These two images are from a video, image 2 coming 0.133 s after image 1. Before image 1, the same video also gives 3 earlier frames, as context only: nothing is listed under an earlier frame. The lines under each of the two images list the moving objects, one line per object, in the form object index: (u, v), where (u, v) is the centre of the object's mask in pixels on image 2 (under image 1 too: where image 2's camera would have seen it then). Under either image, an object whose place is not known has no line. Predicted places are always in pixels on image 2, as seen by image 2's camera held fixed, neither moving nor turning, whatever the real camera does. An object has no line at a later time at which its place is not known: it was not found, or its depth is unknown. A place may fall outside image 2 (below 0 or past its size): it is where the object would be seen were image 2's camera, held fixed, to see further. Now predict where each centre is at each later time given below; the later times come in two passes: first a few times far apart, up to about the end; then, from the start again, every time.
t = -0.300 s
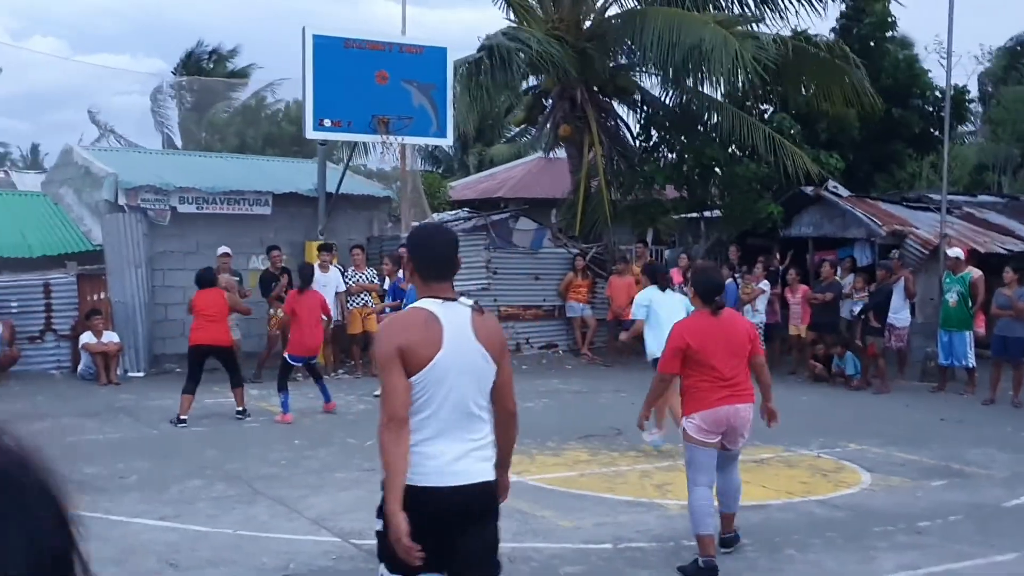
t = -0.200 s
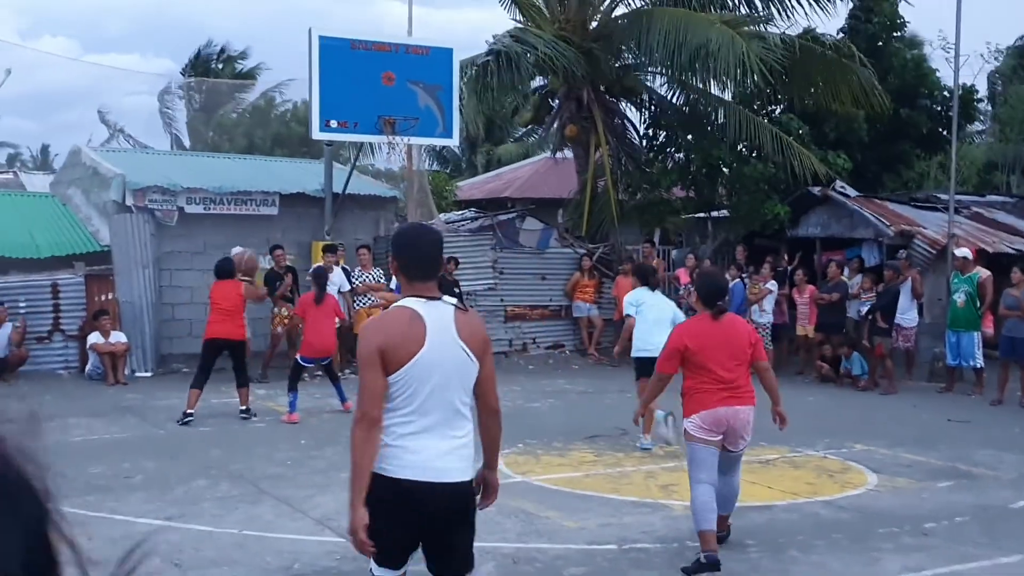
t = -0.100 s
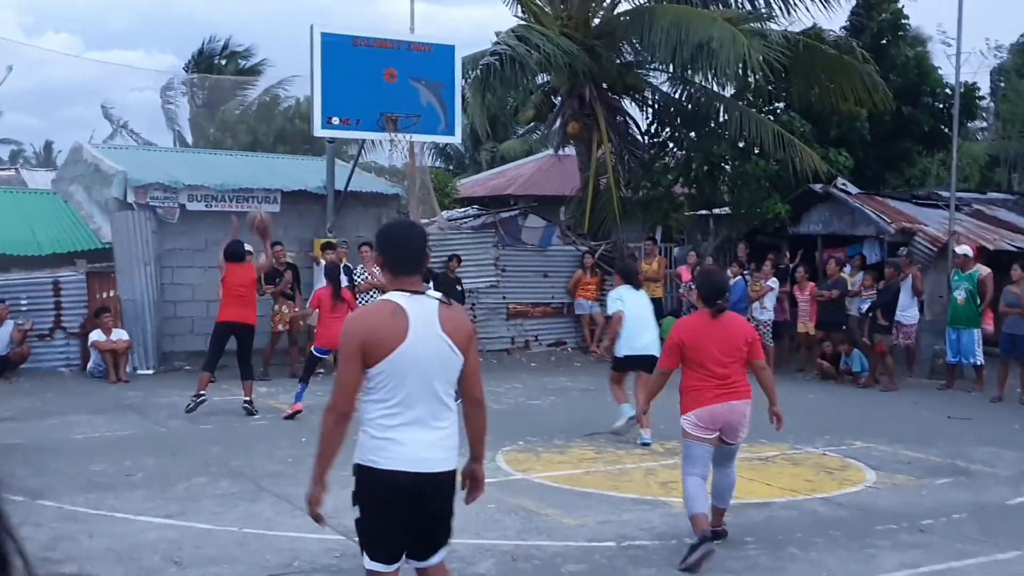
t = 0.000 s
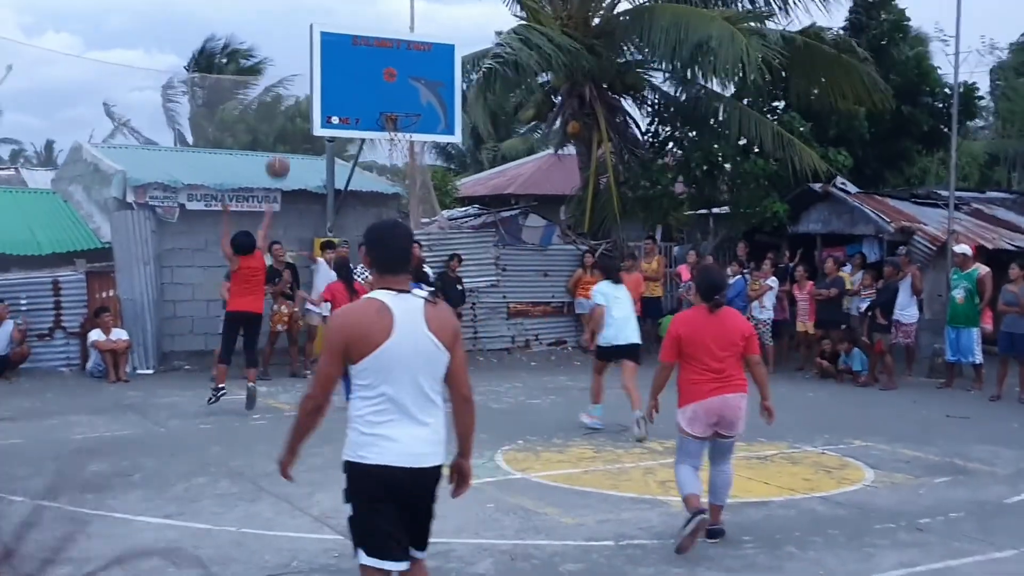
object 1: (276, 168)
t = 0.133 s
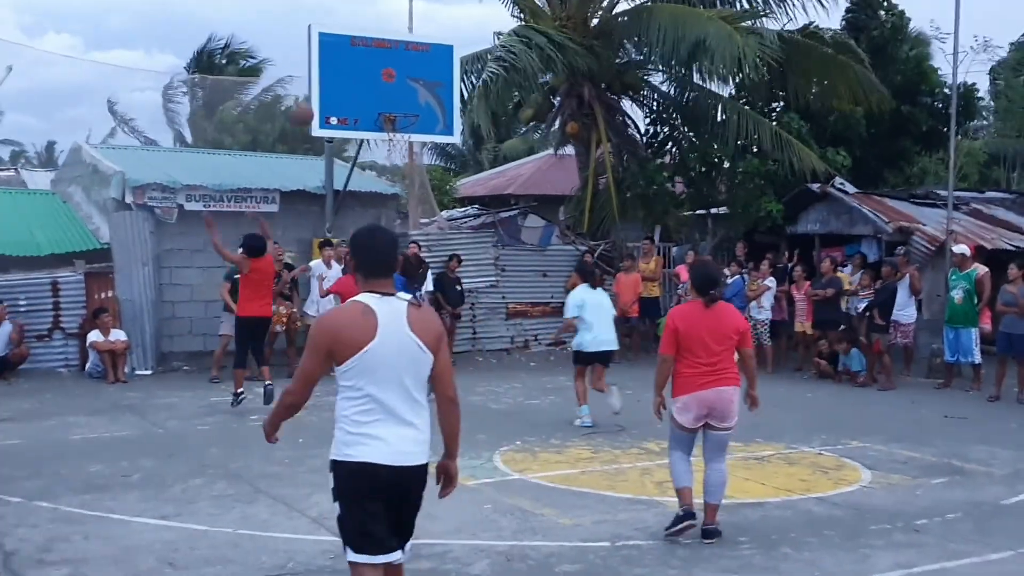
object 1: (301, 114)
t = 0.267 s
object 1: (326, 80)
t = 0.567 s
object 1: (376, 67)
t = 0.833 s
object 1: (405, 101)
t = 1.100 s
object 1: (371, 80)
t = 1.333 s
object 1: (341, 113)
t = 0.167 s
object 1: (308, 105)
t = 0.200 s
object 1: (314, 95)
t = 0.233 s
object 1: (321, 87)
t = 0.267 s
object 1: (326, 80)
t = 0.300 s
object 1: (332, 74)
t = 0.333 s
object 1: (338, 69)
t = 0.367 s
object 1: (344, 66)
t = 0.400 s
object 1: (350, 63)
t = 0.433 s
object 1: (355, 62)
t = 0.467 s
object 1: (361, 62)
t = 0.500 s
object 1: (366, 63)
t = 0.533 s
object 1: (371, 65)
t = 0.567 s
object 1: (376, 67)
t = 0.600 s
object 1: (382, 71)
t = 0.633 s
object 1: (386, 75)
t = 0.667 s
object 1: (391, 80)
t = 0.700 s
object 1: (396, 87)
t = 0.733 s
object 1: (401, 94)
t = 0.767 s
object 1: (406, 102)
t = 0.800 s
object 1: (409, 108)
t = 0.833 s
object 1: (405, 101)
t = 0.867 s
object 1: (401, 96)
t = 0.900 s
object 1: (396, 90)
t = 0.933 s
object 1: (393, 86)
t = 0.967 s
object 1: (388, 83)
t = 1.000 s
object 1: (384, 80)
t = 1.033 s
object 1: (380, 80)
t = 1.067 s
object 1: (375, 79)
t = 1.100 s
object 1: (371, 80)
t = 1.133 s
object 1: (367, 82)
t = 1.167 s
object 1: (362, 84)
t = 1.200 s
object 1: (358, 88)
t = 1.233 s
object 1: (354, 93)
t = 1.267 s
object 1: (349, 98)
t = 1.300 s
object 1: (345, 105)
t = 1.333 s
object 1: (341, 113)
